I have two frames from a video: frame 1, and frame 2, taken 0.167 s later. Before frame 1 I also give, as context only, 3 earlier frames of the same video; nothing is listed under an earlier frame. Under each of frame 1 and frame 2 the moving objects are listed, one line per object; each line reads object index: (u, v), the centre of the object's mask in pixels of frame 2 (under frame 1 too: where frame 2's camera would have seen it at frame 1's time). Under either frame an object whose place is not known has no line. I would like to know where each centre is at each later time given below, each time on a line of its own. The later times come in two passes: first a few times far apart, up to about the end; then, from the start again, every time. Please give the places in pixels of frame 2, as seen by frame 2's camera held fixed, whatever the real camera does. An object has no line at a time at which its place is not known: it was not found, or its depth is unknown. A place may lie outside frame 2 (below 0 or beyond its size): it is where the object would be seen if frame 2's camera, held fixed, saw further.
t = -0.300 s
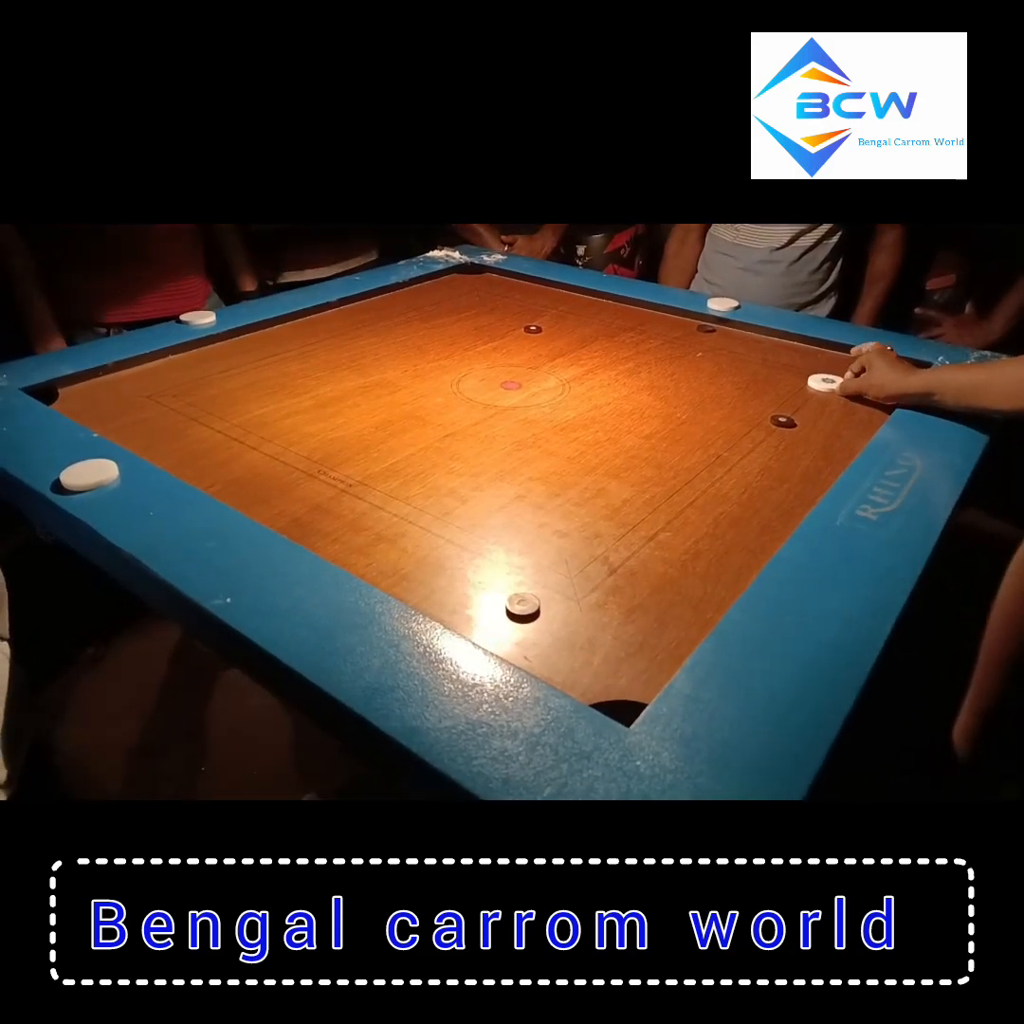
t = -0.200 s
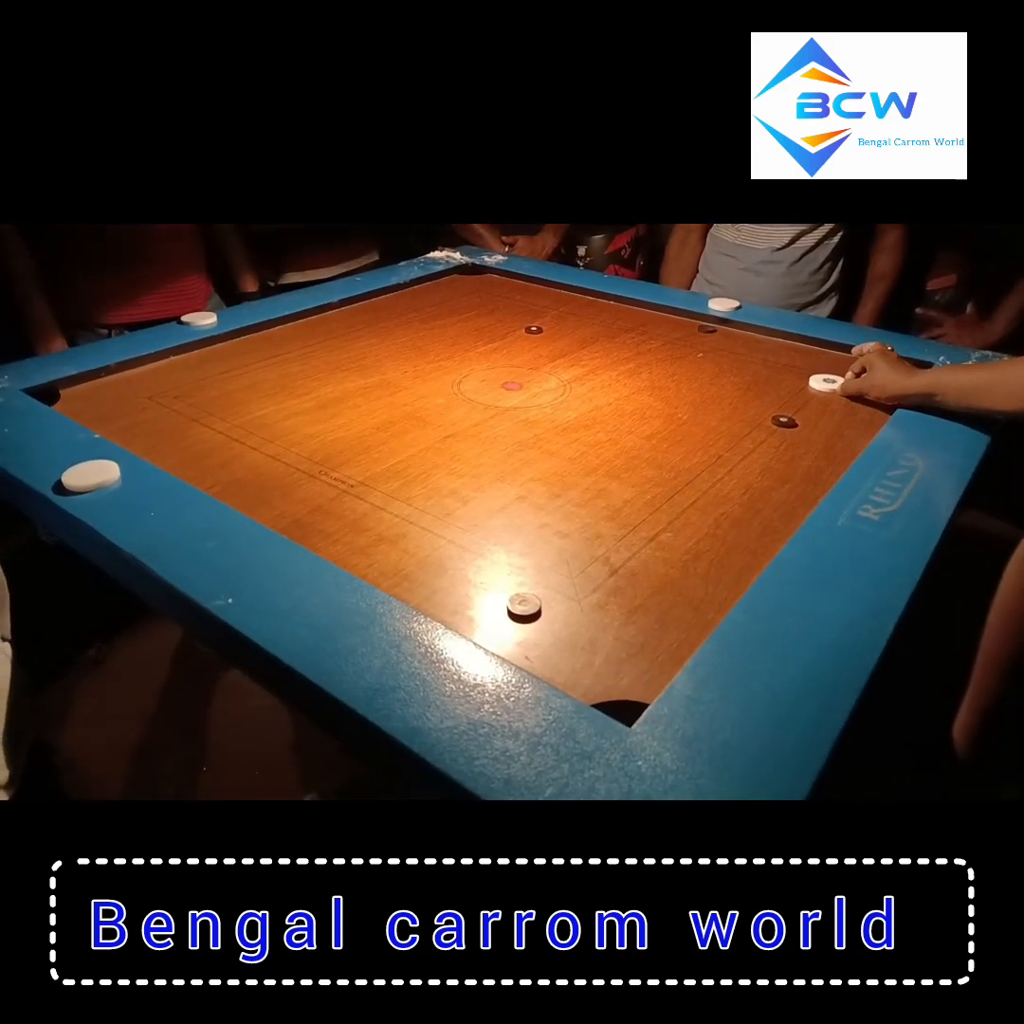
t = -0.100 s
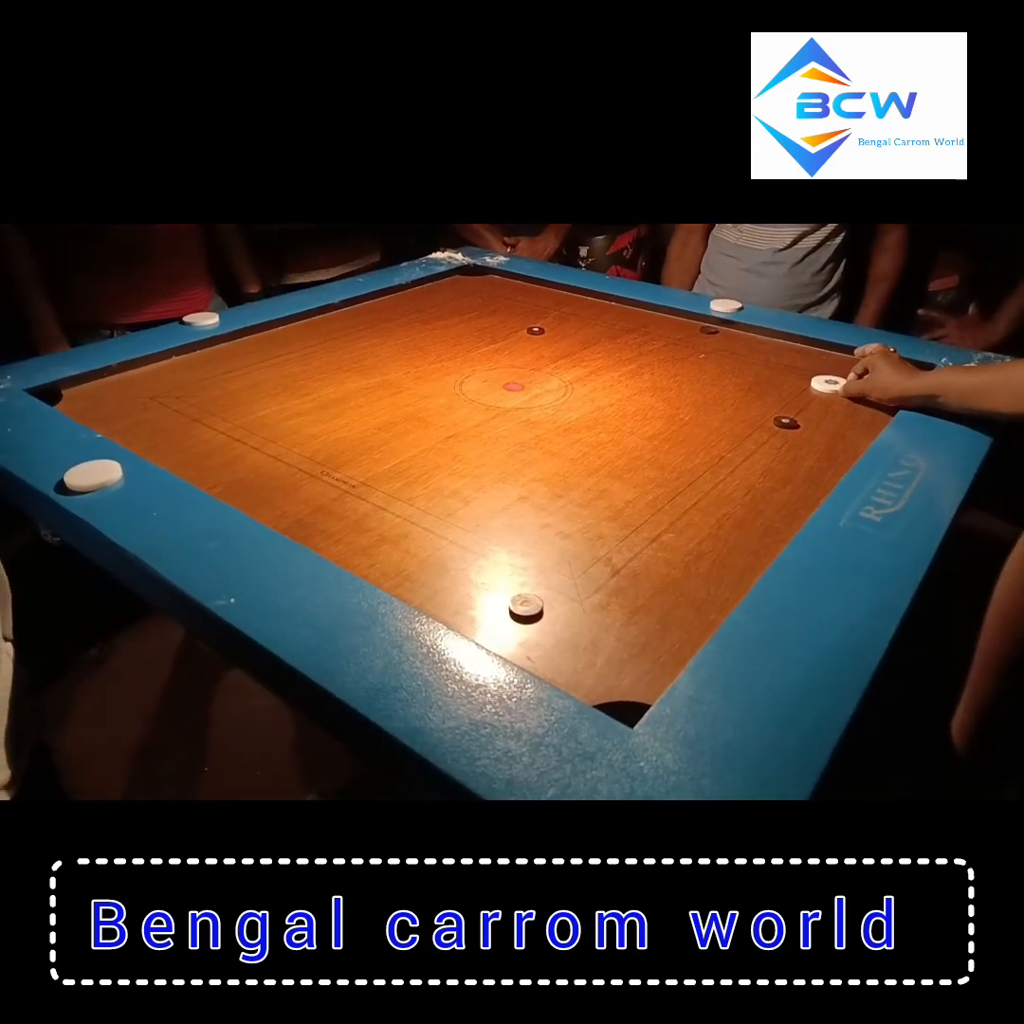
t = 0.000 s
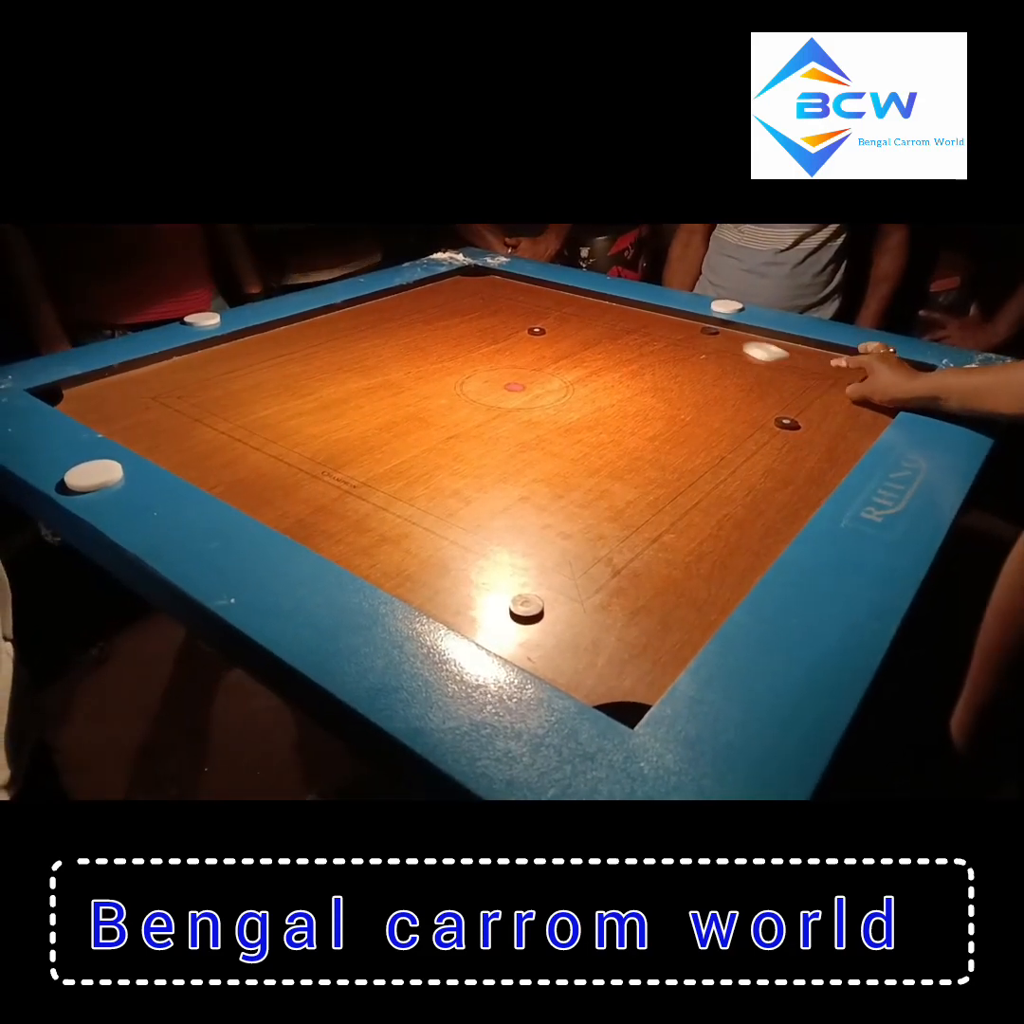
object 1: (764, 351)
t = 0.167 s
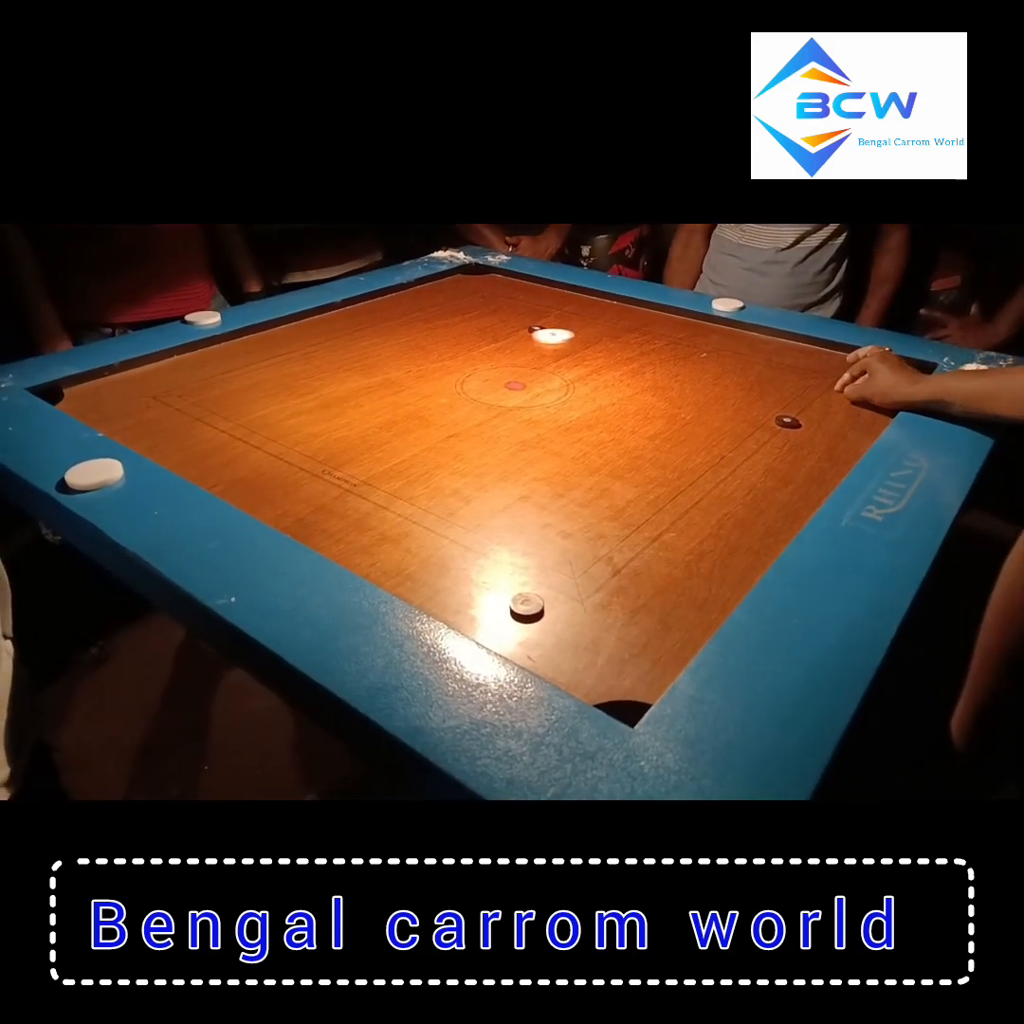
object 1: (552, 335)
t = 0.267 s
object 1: (435, 344)
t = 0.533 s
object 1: (120, 384)
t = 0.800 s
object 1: (304, 388)
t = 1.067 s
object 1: (494, 372)
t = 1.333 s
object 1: (595, 370)
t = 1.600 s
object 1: (621, 374)
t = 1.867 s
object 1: (622, 377)
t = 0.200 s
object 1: (514, 338)
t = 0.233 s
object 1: (475, 341)
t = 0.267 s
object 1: (435, 344)
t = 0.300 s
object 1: (396, 348)
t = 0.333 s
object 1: (353, 351)
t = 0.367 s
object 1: (310, 355)
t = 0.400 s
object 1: (267, 359)
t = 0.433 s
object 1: (224, 362)
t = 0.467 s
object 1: (178, 365)
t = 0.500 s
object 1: (137, 370)
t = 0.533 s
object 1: (120, 384)
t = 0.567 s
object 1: (101, 401)
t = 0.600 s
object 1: (105, 410)
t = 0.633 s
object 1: (142, 406)
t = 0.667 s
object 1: (179, 402)
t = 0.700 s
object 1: (212, 399)
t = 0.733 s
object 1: (243, 395)
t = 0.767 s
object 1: (275, 392)
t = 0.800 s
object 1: (304, 388)
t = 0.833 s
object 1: (332, 386)
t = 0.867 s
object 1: (359, 383)
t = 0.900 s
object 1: (387, 381)
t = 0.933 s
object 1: (413, 379)
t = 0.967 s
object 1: (436, 377)
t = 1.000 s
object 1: (457, 375)
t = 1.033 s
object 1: (476, 373)
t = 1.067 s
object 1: (494, 372)
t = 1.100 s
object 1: (511, 372)
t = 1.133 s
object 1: (526, 371)
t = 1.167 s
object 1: (541, 370)
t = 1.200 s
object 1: (554, 370)
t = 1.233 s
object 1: (566, 370)
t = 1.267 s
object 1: (578, 370)
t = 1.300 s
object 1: (587, 370)
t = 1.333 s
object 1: (595, 370)
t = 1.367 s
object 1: (602, 371)
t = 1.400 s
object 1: (609, 371)
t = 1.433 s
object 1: (612, 371)
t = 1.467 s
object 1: (615, 372)
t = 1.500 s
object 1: (618, 372)
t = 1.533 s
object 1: (619, 372)
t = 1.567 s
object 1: (620, 374)
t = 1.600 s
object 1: (621, 374)
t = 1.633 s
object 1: (621, 375)
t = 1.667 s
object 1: (621, 375)
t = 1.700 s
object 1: (622, 376)
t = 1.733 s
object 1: (622, 376)
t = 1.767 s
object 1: (622, 376)
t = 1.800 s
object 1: (623, 377)
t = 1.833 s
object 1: (623, 377)
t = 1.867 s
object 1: (622, 377)
